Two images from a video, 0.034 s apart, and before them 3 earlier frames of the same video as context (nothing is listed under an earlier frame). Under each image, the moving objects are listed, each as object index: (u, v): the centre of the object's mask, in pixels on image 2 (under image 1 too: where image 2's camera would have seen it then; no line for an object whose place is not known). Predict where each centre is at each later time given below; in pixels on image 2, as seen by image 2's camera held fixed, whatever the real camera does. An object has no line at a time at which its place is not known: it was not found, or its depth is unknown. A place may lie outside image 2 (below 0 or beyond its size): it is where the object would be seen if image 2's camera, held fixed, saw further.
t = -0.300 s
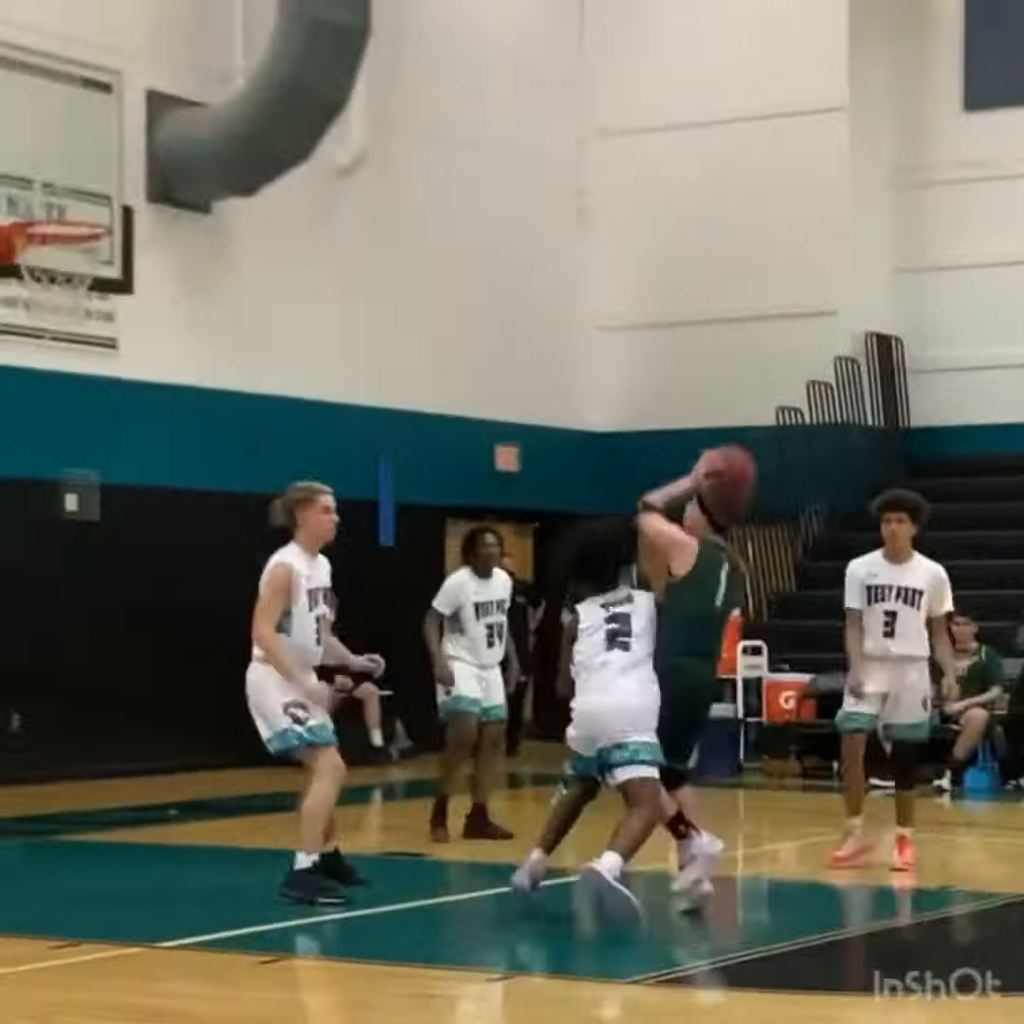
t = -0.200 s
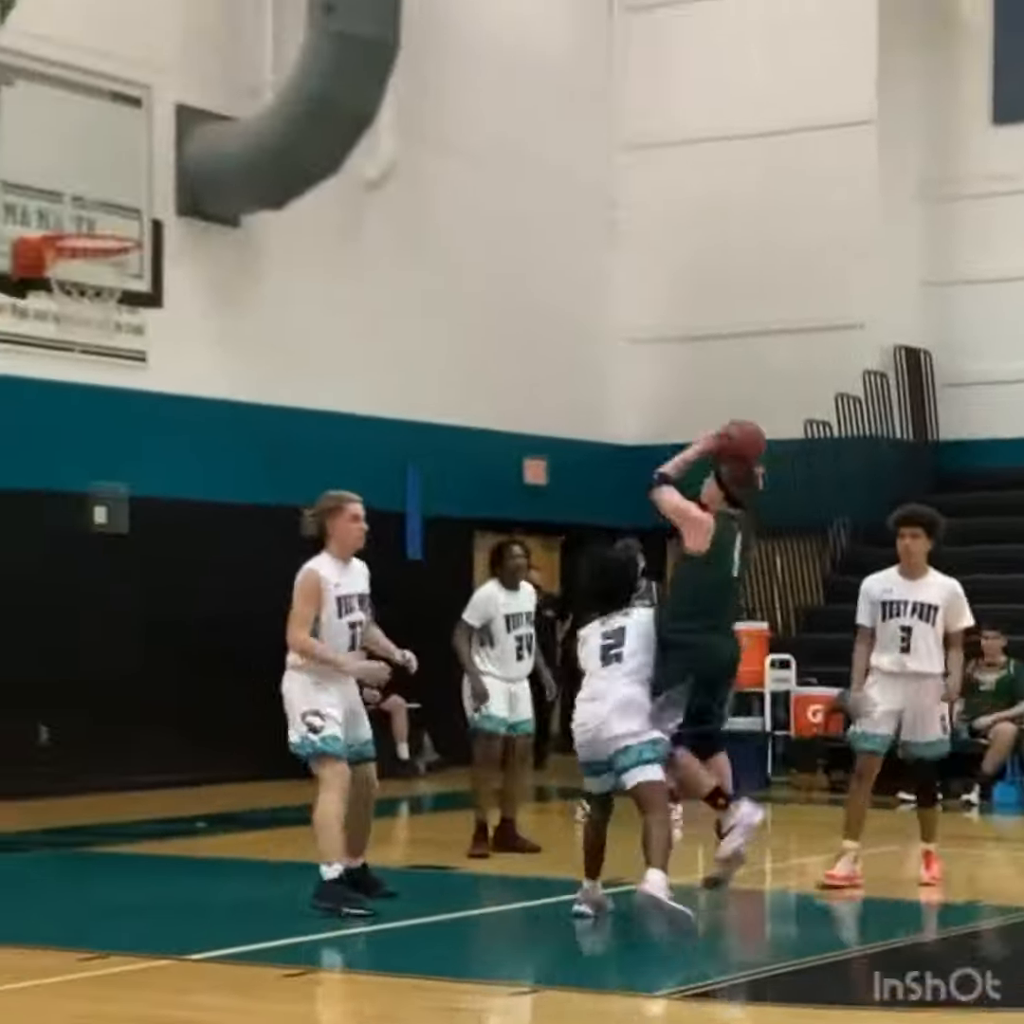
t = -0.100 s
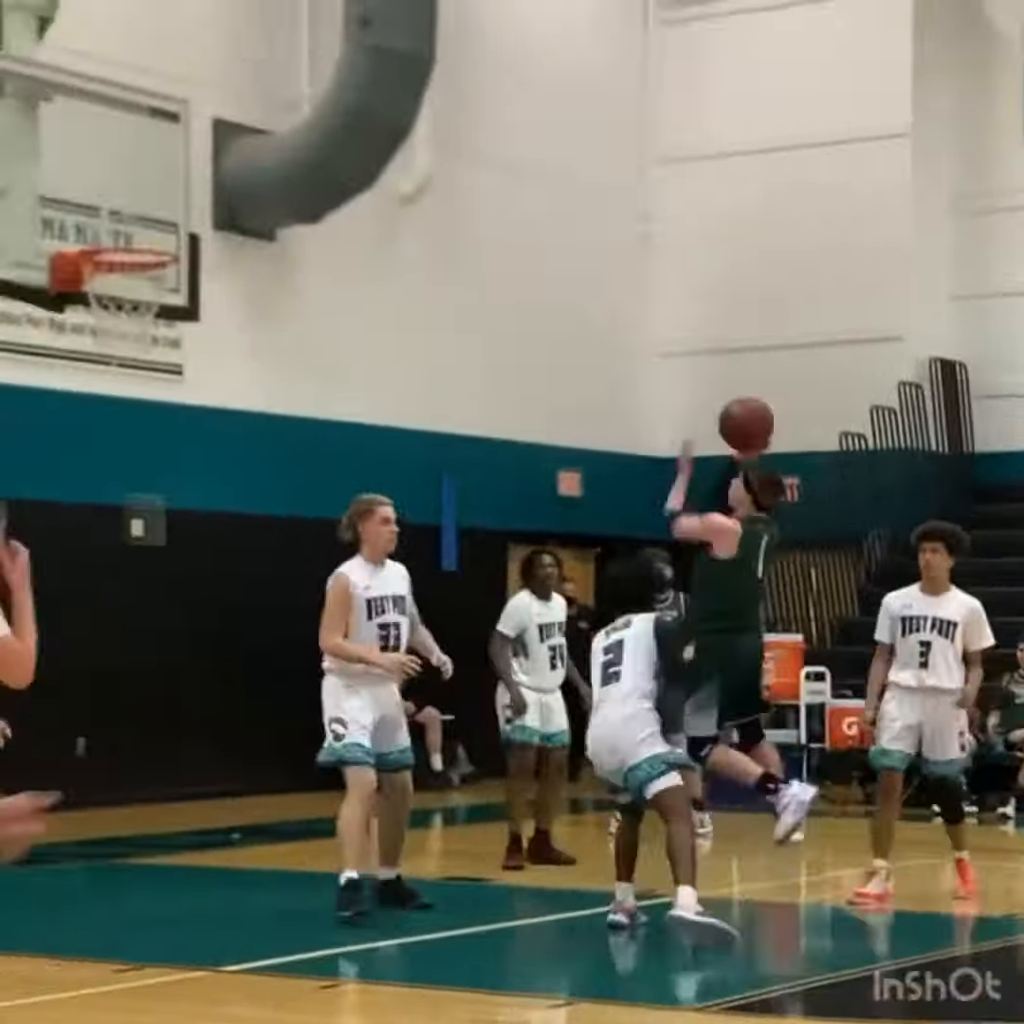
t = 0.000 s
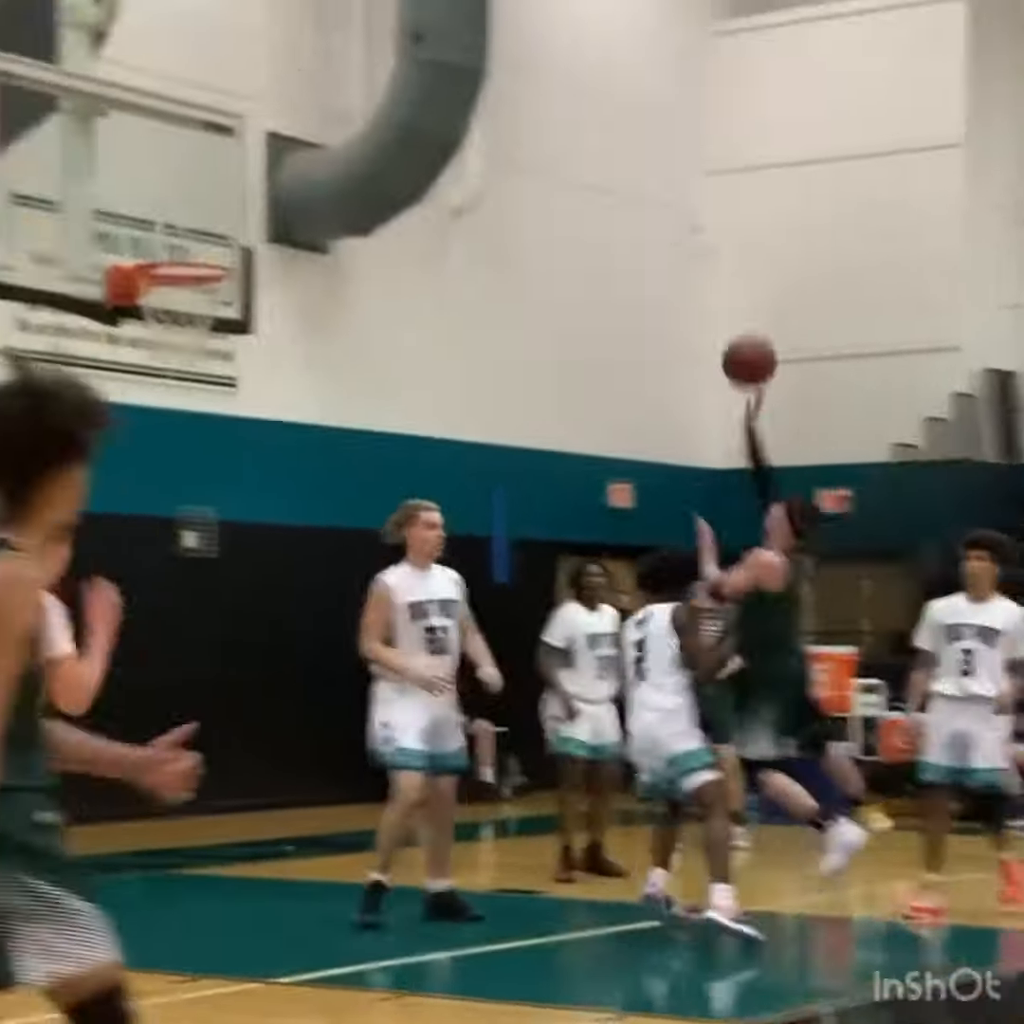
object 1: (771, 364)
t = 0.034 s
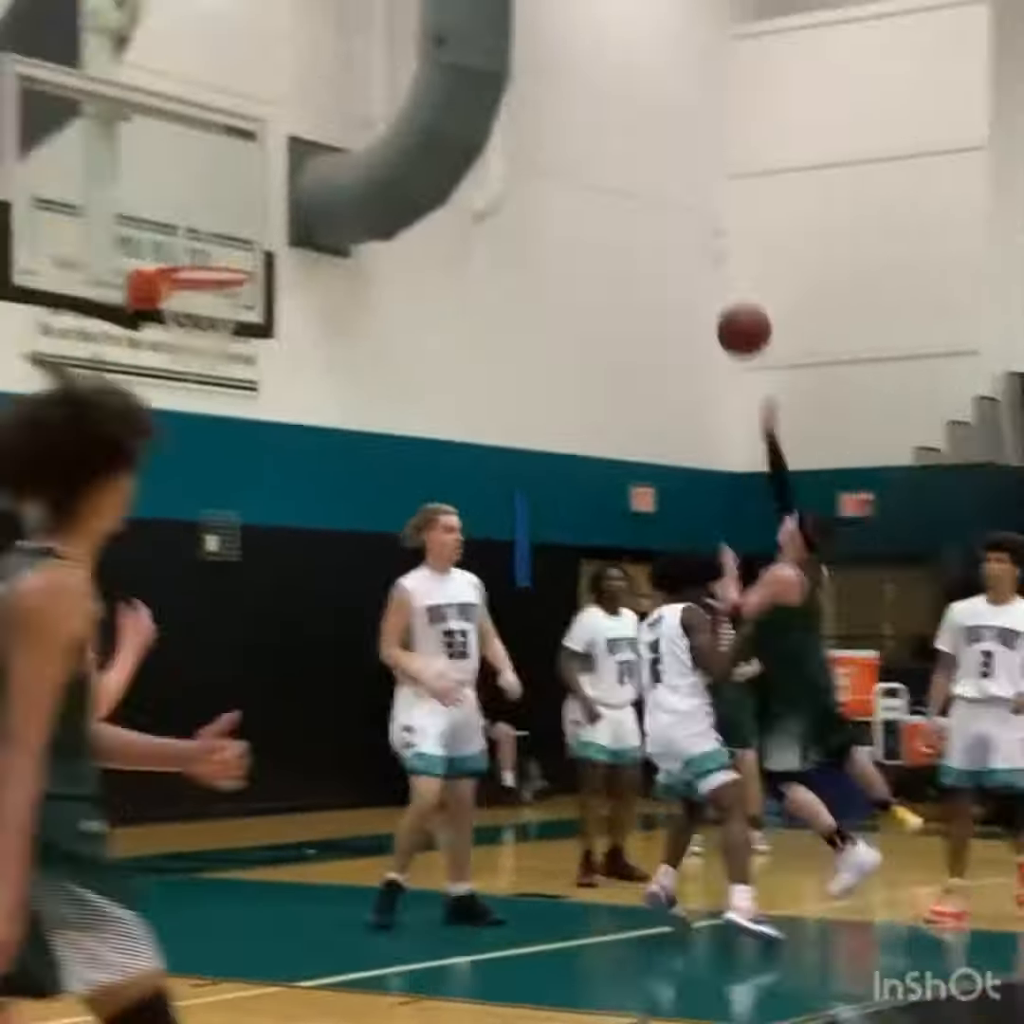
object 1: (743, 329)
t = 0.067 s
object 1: (717, 298)
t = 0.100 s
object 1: (690, 268)
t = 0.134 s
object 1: (661, 242)
